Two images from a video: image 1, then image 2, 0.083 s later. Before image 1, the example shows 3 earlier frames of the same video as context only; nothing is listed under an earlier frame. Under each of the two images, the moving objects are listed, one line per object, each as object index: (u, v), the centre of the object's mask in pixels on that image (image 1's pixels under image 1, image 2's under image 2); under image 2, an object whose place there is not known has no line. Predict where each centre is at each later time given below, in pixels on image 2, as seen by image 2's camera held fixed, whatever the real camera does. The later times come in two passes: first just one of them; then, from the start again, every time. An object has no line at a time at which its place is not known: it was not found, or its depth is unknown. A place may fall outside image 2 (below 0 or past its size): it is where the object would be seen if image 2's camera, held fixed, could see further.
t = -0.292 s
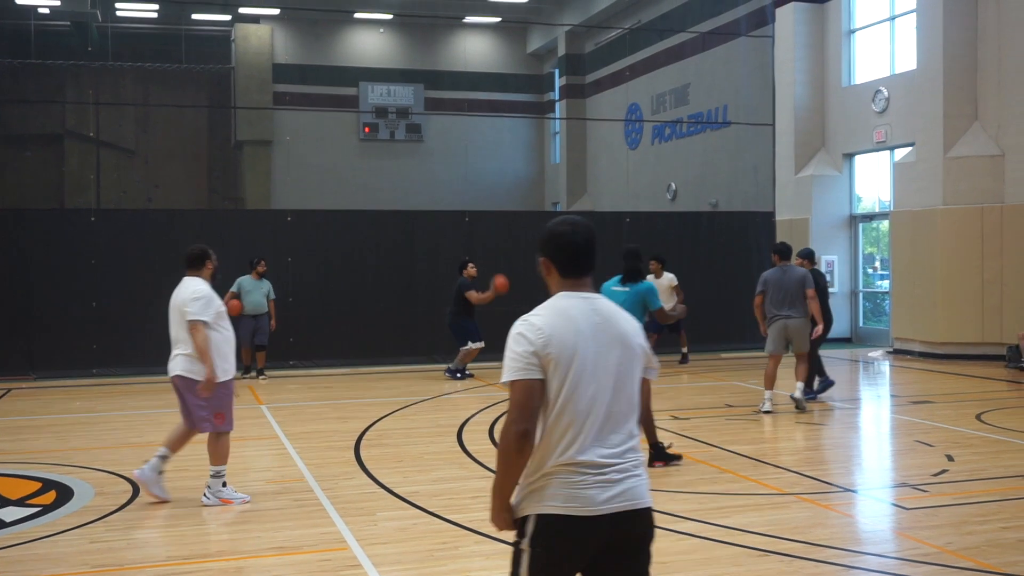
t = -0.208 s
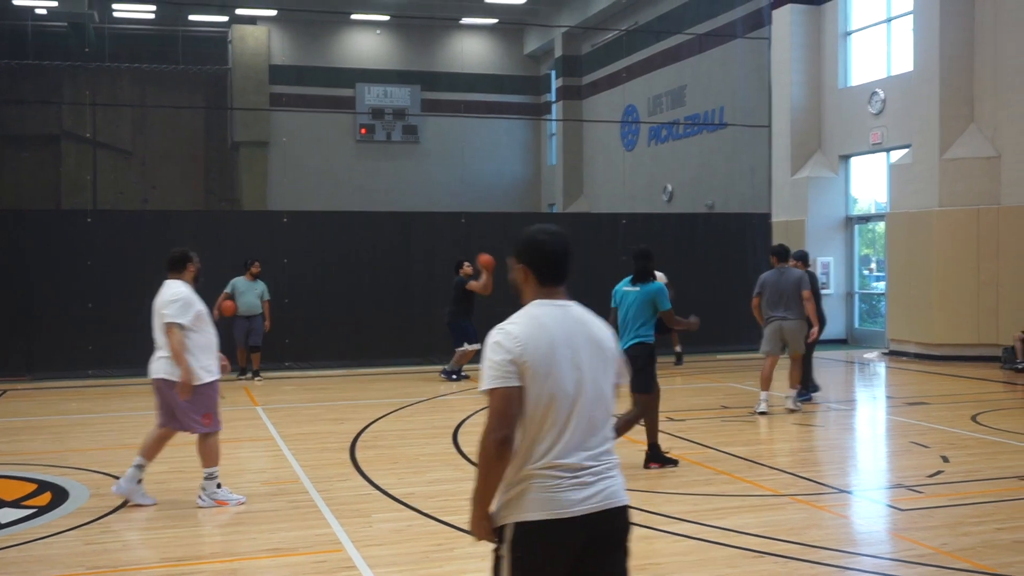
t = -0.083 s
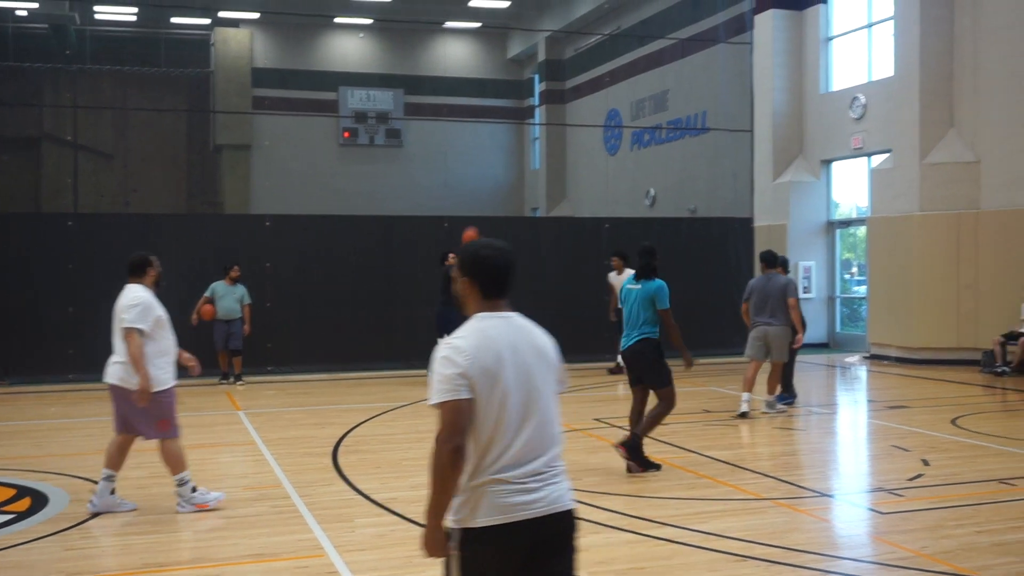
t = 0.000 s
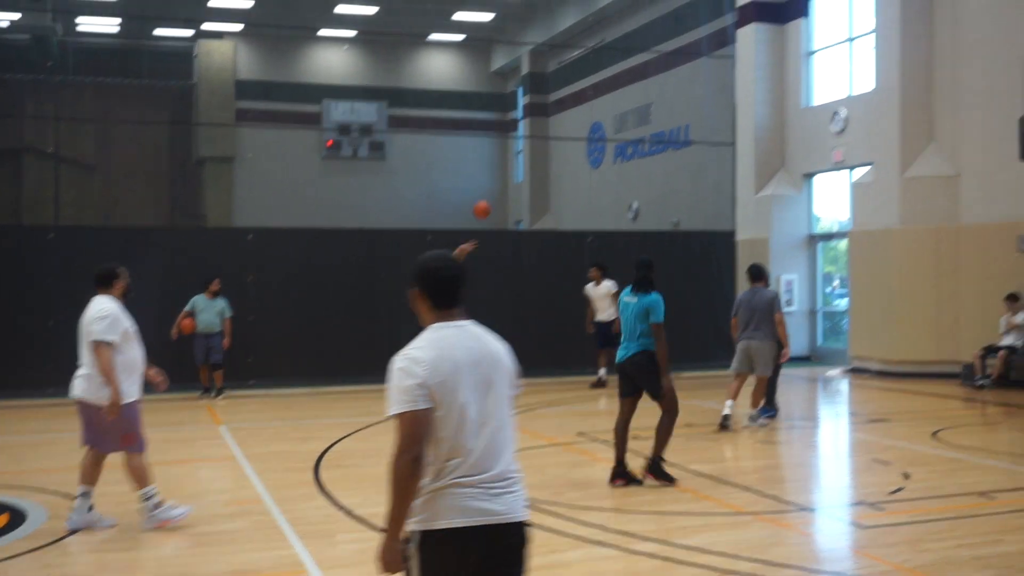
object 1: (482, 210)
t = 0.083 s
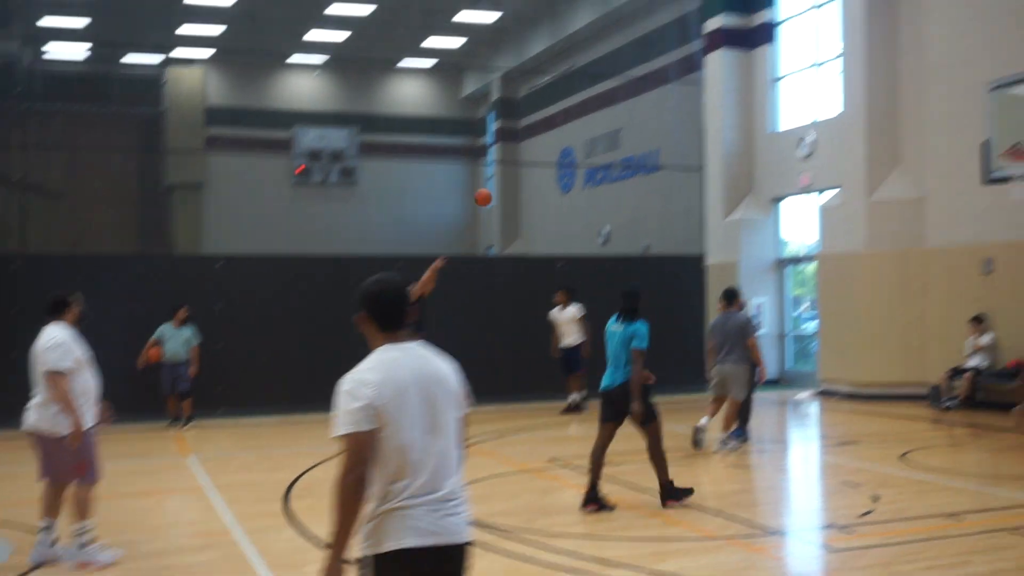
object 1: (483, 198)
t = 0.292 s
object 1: (562, 121)
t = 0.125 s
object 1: (498, 180)
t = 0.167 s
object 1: (514, 163)
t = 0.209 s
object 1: (530, 148)
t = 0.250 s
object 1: (546, 134)
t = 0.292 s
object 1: (562, 121)
